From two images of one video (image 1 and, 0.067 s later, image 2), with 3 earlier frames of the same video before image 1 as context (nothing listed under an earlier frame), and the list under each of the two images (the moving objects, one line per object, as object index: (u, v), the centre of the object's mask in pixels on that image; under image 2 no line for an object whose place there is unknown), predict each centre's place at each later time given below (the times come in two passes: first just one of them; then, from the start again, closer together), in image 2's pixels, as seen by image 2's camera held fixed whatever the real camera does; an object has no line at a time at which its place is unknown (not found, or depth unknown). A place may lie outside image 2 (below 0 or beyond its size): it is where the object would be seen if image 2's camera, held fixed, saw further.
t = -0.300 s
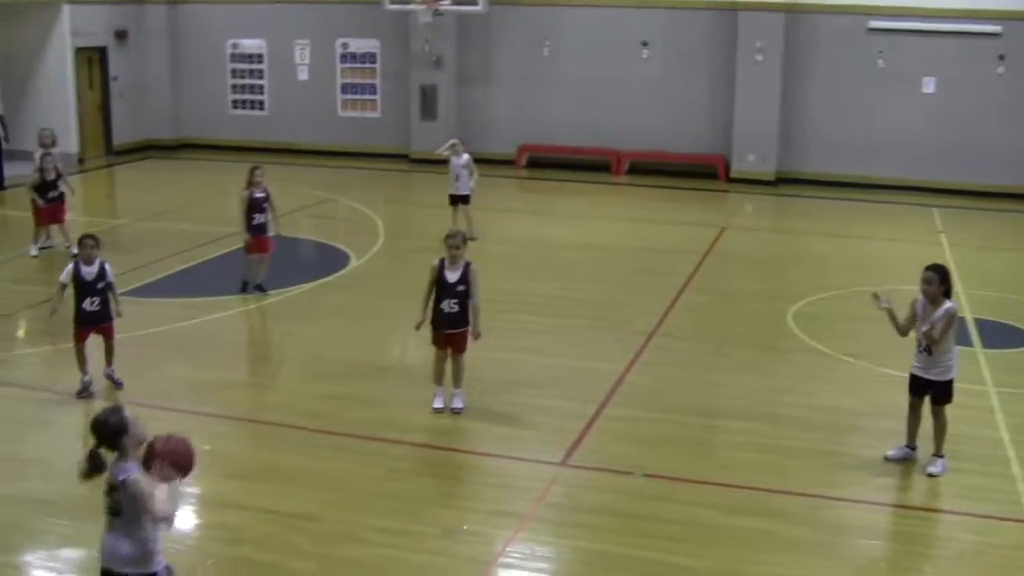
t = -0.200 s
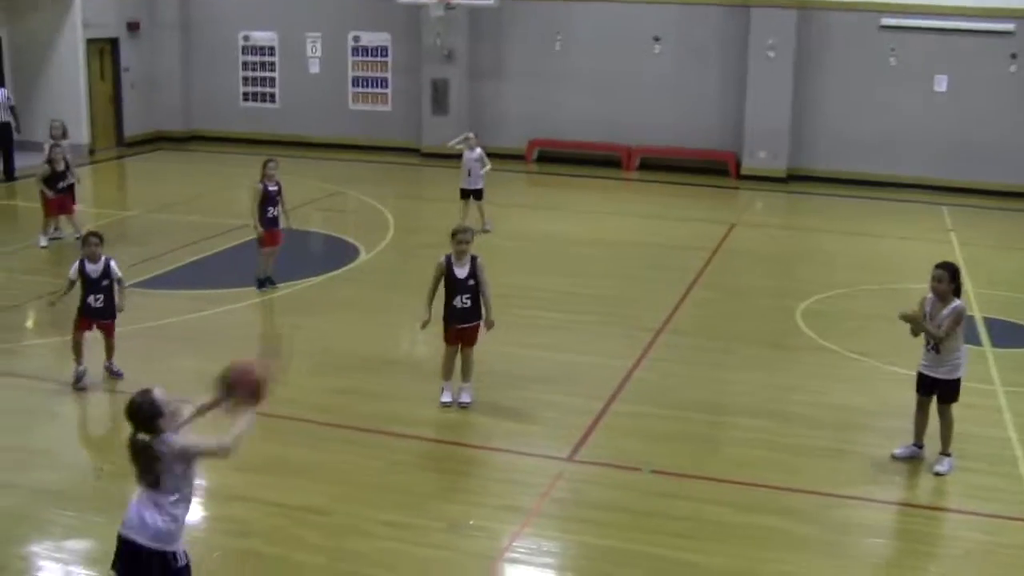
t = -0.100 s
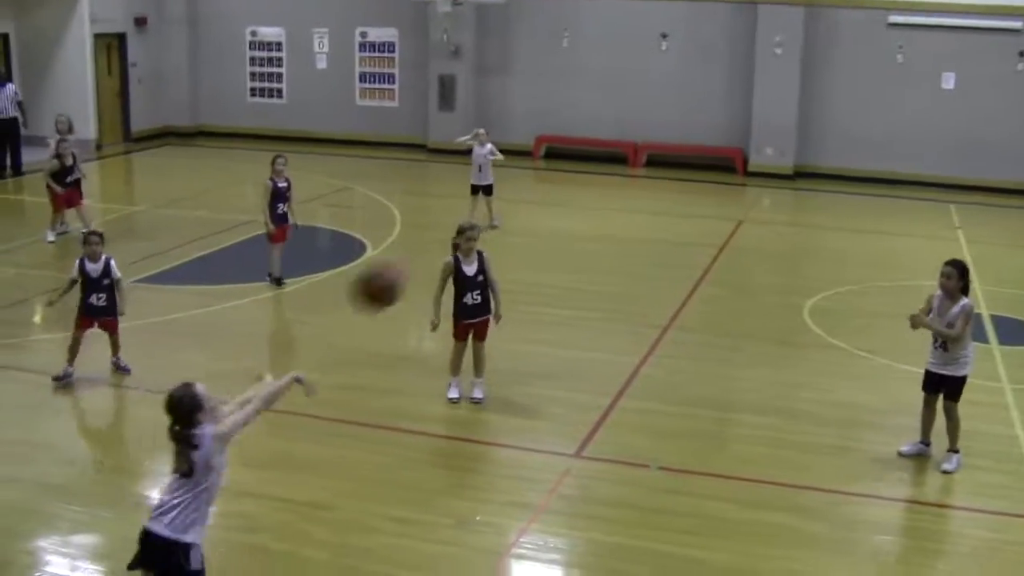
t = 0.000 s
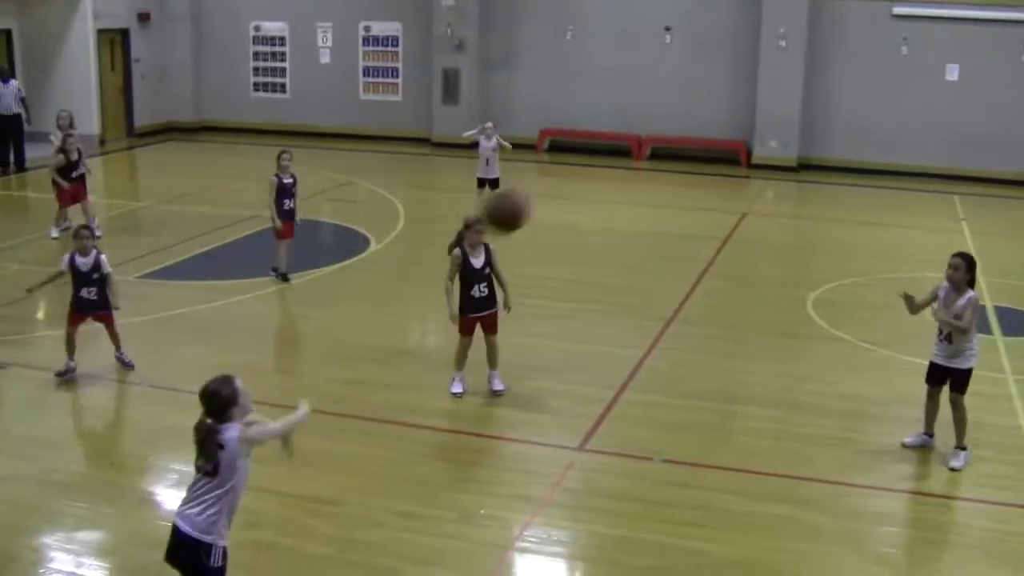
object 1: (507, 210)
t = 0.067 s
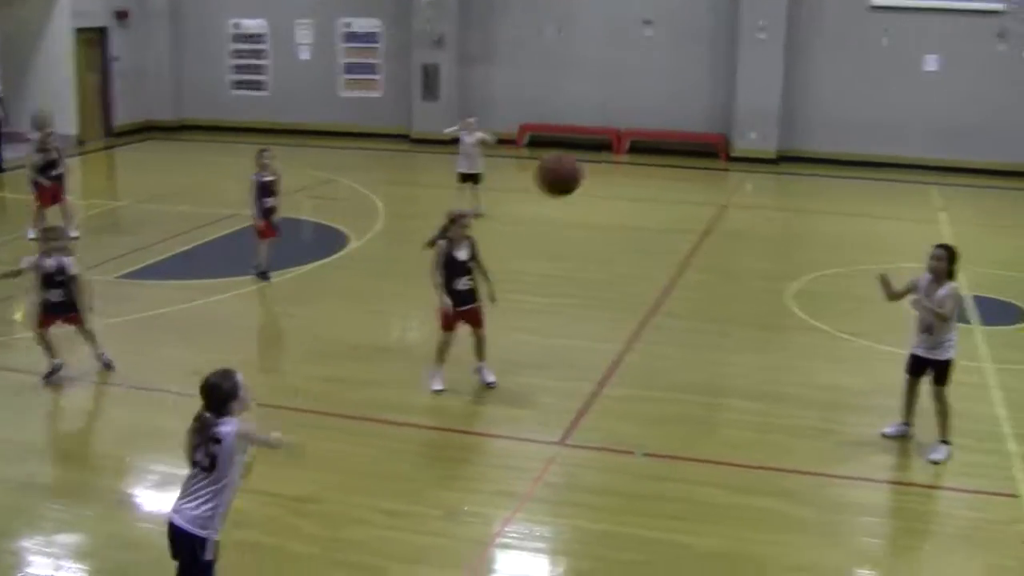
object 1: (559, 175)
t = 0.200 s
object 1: (683, 139)
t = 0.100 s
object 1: (593, 163)
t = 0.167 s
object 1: (650, 145)
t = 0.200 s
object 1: (683, 139)
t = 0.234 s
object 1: (710, 136)
